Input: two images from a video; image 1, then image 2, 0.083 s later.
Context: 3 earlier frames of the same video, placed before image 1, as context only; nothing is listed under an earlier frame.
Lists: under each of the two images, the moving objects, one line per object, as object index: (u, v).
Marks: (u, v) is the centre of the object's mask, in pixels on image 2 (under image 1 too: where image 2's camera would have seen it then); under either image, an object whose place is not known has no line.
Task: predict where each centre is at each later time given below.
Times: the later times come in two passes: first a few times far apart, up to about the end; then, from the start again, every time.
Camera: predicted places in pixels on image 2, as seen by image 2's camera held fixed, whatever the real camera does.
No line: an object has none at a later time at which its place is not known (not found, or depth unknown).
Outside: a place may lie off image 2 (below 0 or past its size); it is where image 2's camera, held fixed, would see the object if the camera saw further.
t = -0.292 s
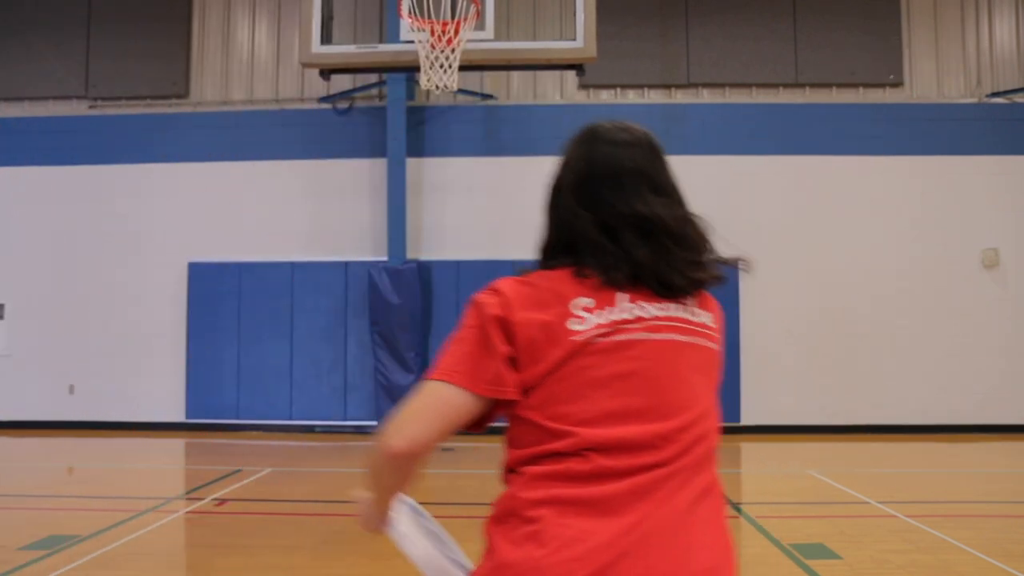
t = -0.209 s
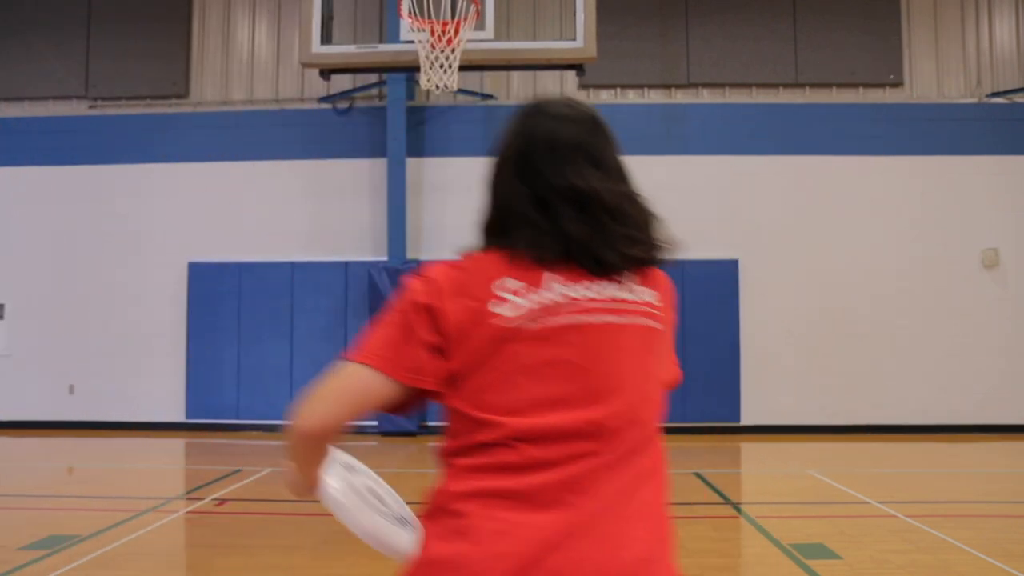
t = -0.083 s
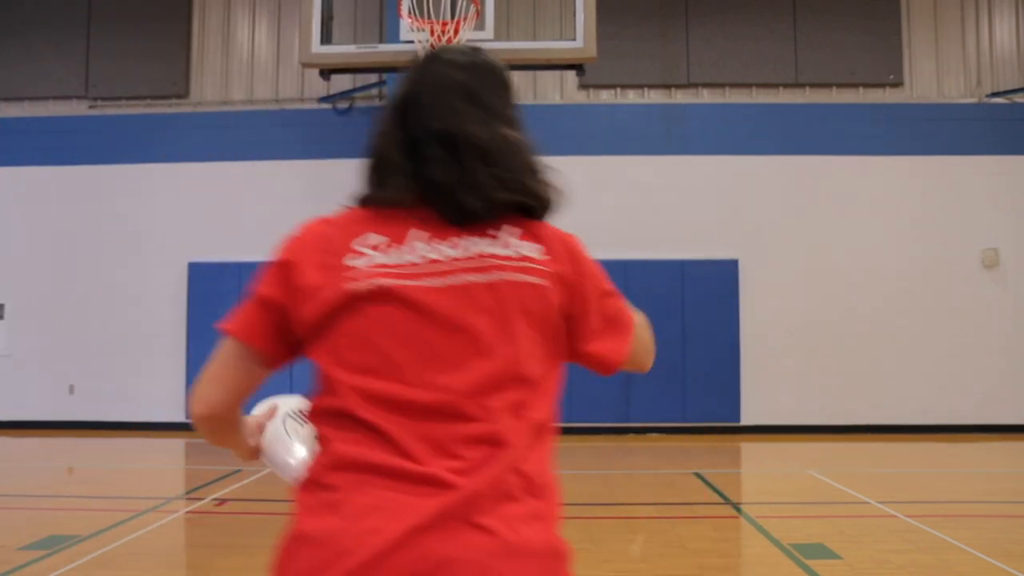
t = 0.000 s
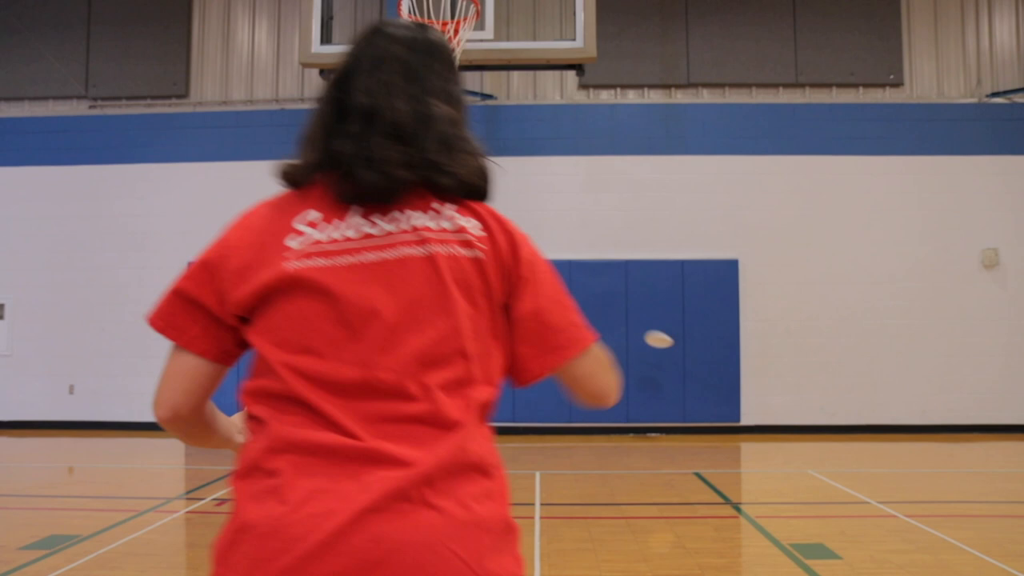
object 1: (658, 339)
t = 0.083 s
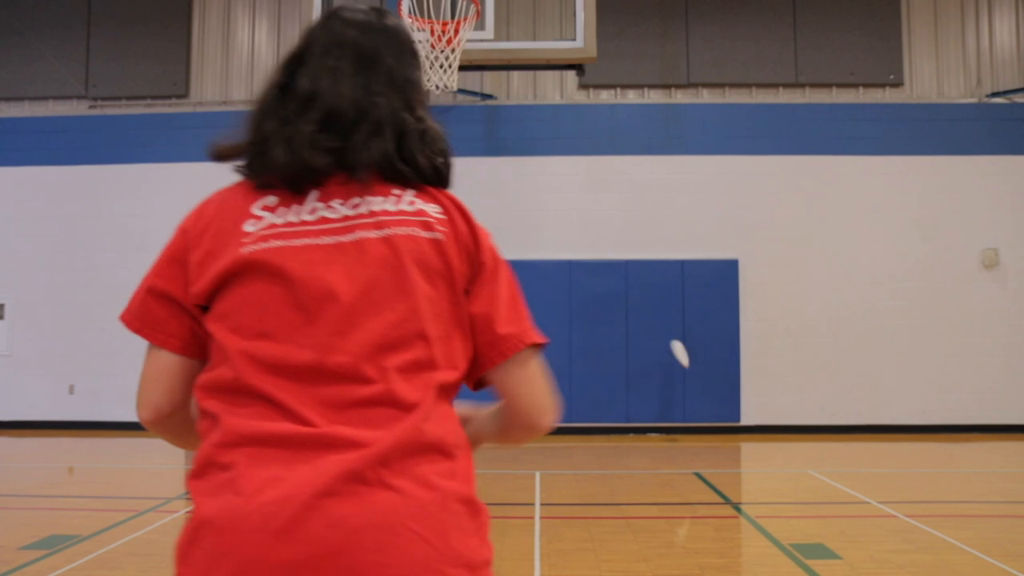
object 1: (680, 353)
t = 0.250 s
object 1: (729, 402)
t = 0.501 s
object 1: (789, 436)
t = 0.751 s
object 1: (836, 454)
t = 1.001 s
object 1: (873, 465)
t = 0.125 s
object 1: (694, 364)
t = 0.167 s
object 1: (704, 374)
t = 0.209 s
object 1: (718, 390)
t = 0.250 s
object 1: (729, 402)
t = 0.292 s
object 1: (743, 420)
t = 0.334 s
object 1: (755, 439)
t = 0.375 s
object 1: (766, 441)
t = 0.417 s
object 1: (773, 438)
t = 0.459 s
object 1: (781, 436)
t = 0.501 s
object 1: (789, 436)
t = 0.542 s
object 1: (797, 438)
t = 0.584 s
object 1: (805, 442)
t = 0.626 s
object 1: (813, 447)
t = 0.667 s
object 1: (822, 450)
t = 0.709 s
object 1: (829, 453)
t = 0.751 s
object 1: (836, 454)
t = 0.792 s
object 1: (843, 455)
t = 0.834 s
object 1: (850, 457)
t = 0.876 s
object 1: (856, 459)
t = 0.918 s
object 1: (862, 461)
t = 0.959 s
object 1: (868, 463)
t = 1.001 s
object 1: (873, 465)
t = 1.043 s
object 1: (877, 467)
